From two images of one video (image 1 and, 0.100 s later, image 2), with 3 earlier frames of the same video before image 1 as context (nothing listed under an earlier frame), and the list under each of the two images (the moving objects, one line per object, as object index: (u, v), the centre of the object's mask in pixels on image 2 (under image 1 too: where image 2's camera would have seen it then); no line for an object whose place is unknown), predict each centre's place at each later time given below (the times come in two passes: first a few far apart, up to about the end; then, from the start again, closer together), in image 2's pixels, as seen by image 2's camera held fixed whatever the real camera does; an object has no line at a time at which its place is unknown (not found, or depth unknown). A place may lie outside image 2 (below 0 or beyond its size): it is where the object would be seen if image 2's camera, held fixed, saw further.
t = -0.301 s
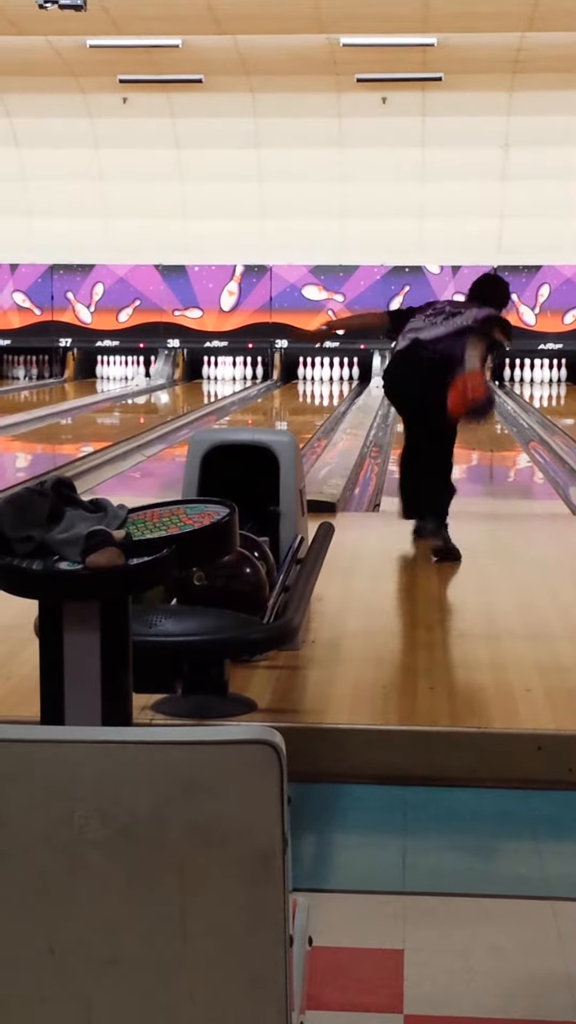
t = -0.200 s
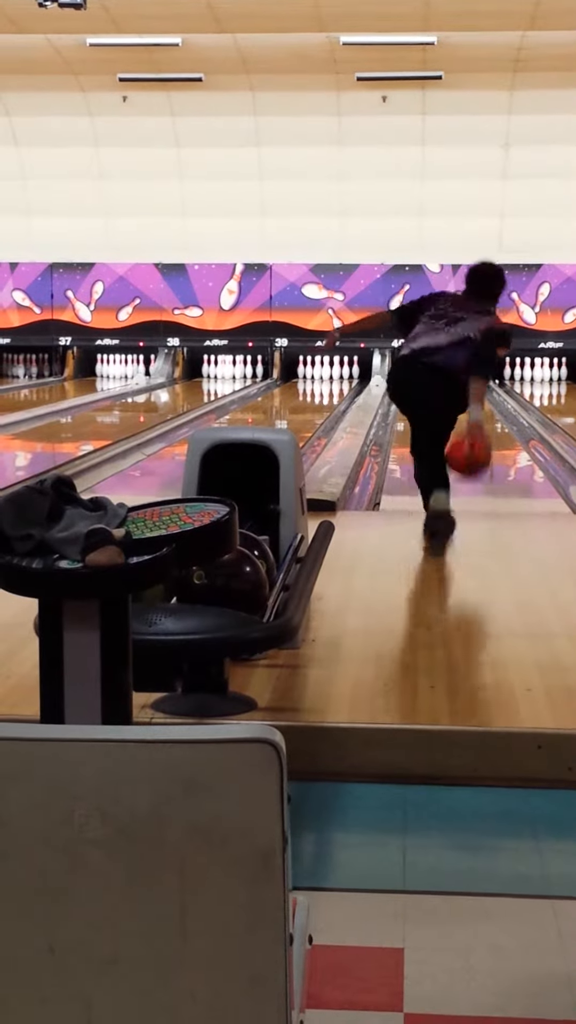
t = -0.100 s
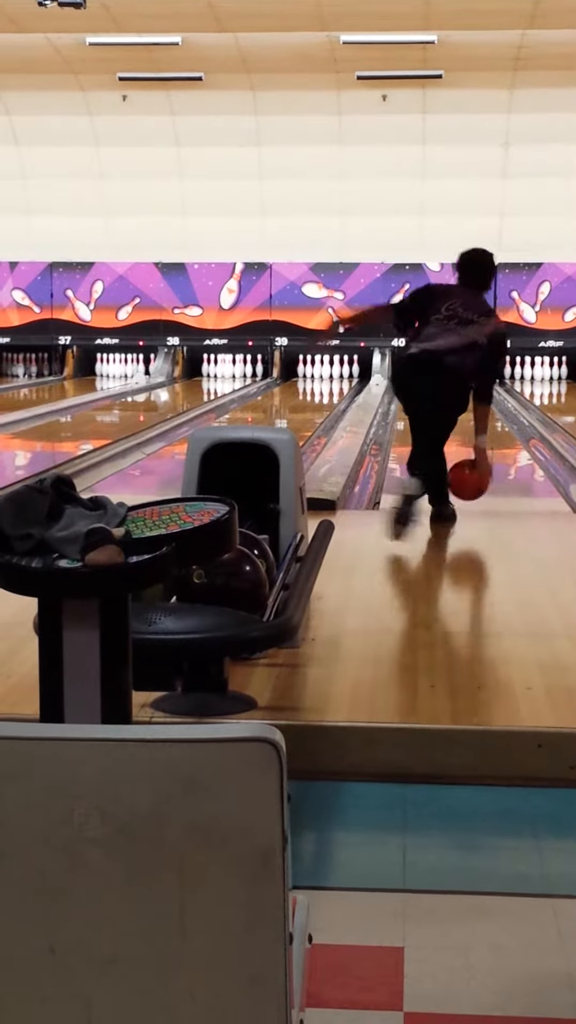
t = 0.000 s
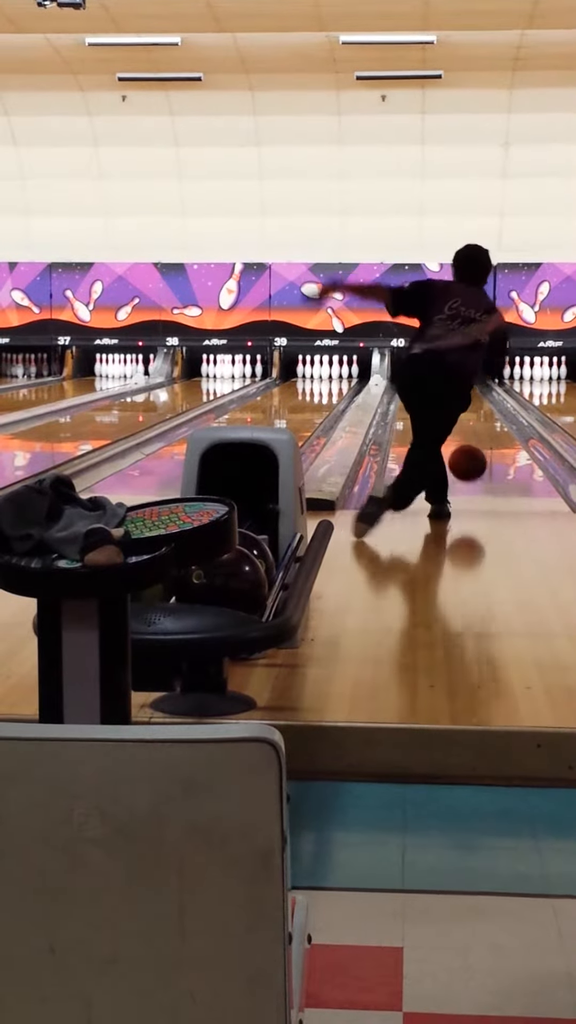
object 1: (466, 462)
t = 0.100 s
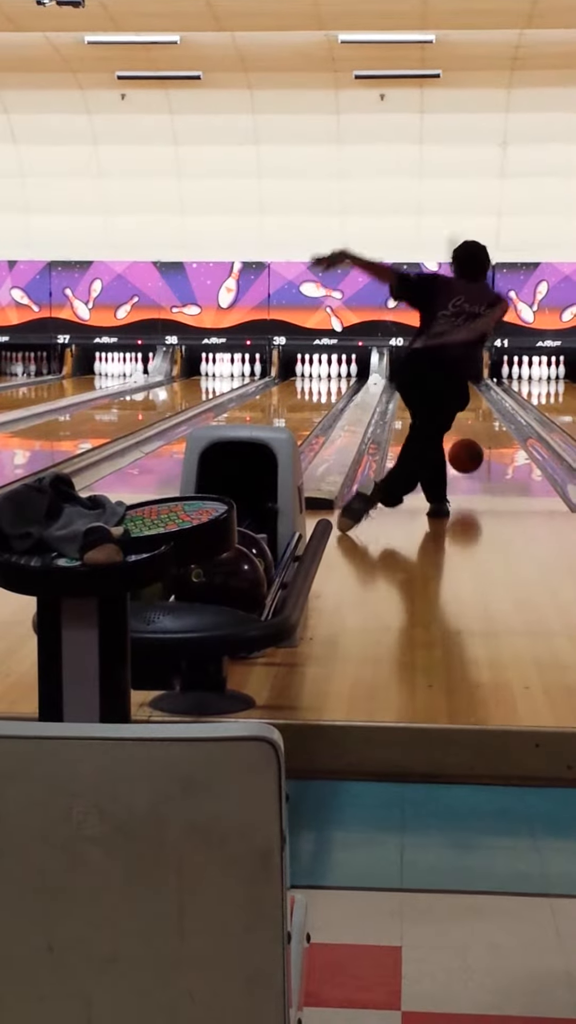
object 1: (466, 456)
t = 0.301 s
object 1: (465, 449)
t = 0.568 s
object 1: (463, 432)
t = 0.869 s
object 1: (463, 415)
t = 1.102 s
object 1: (467, 406)
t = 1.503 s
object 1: (456, 392)
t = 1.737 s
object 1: (457, 385)
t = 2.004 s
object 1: (452, 379)
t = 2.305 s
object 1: (444, 375)
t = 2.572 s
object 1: (443, 371)
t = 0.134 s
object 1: (465, 457)
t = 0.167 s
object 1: (465, 460)
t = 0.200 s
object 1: (465, 462)
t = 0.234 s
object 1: (465, 456)
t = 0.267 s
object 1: (465, 452)
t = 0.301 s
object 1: (465, 449)
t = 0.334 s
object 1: (465, 448)
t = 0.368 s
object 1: (464, 446)
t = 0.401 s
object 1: (464, 443)
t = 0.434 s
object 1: (464, 441)
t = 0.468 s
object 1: (464, 439)
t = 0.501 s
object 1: (464, 436)
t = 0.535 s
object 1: (464, 434)
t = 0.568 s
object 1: (463, 432)
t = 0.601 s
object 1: (463, 430)
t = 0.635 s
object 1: (464, 428)
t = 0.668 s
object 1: (463, 426)
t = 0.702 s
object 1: (463, 423)
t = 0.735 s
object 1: (463, 422)
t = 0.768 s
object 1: (462, 420)
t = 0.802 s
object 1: (463, 419)
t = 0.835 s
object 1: (463, 417)
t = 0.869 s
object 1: (463, 415)
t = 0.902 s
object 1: (463, 412)
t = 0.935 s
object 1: (462, 410)
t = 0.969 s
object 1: (460, 407)
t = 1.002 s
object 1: (460, 409)
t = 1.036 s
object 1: (463, 409)
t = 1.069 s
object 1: (465, 409)
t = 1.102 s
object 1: (467, 406)
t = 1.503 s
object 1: (456, 392)
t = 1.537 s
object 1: (458, 389)
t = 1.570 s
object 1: (459, 389)
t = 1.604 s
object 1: (458, 388)
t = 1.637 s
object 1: (458, 387)
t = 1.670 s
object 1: (457, 386)
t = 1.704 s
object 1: (458, 386)
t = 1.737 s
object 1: (457, 385)
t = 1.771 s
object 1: (457, 384)
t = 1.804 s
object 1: (456, 383)
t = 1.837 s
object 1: (455, 383)
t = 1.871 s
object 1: (455, 382)
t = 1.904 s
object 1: (454, 381)
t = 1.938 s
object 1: (454, 381)
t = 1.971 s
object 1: (453, 380)
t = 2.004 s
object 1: (452, 379)
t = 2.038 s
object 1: (452, 378)
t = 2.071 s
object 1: (451, 378)
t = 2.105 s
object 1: (450, 377)
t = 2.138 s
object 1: (449, 377)
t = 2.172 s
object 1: (448, 376)
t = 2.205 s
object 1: (447, 376)
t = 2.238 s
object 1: (446, 376)
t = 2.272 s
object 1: (445, 375)
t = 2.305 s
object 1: (444, 375)
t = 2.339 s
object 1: (444, 374)
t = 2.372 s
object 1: (443, 373)
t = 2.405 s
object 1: (443, 373)
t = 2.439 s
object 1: (443, 372)
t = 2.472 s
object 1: (444, 372)
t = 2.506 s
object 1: (444, 371)
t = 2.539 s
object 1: (442, 372)
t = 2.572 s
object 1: (443, 371)
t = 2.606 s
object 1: (444, 371)
